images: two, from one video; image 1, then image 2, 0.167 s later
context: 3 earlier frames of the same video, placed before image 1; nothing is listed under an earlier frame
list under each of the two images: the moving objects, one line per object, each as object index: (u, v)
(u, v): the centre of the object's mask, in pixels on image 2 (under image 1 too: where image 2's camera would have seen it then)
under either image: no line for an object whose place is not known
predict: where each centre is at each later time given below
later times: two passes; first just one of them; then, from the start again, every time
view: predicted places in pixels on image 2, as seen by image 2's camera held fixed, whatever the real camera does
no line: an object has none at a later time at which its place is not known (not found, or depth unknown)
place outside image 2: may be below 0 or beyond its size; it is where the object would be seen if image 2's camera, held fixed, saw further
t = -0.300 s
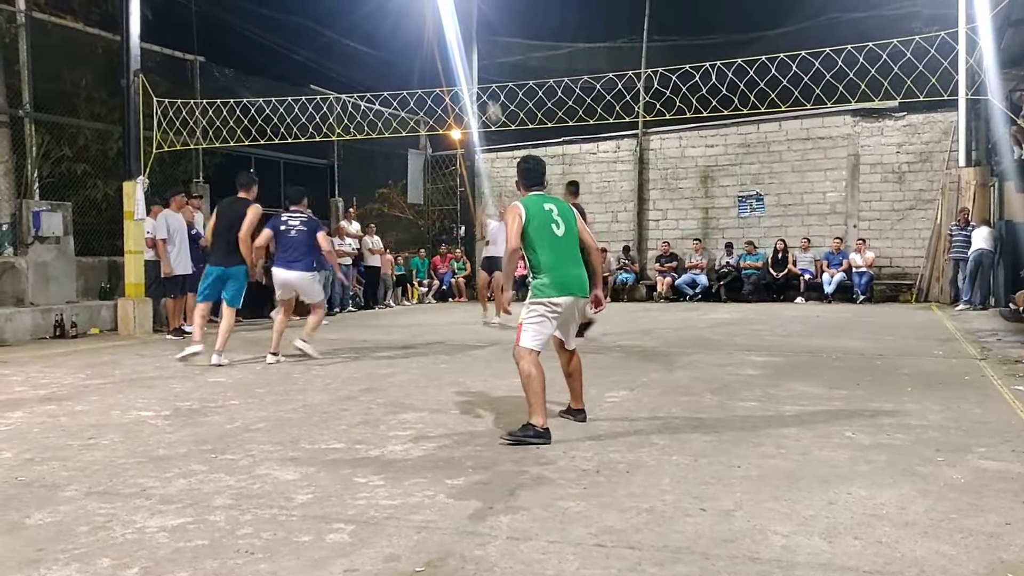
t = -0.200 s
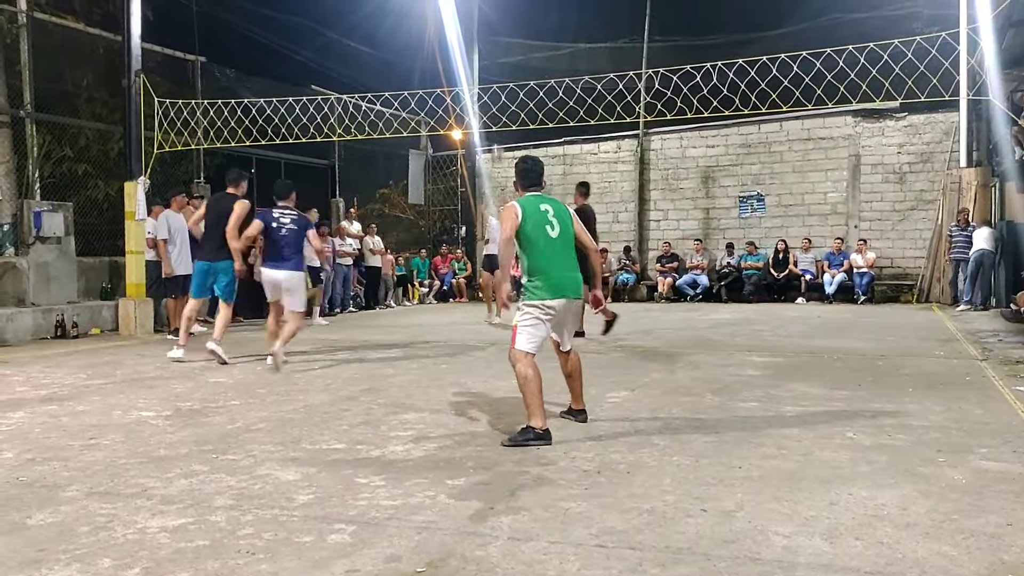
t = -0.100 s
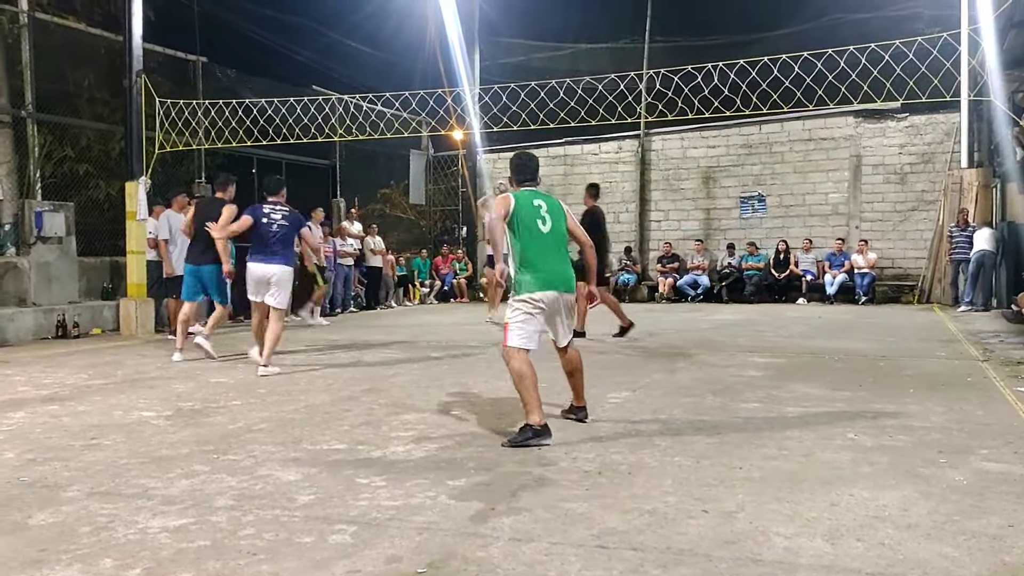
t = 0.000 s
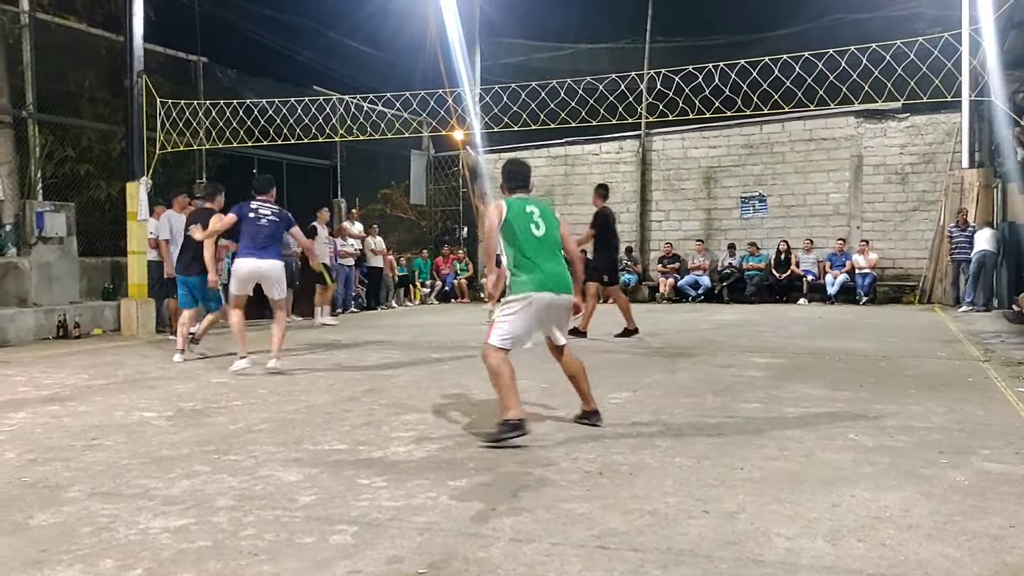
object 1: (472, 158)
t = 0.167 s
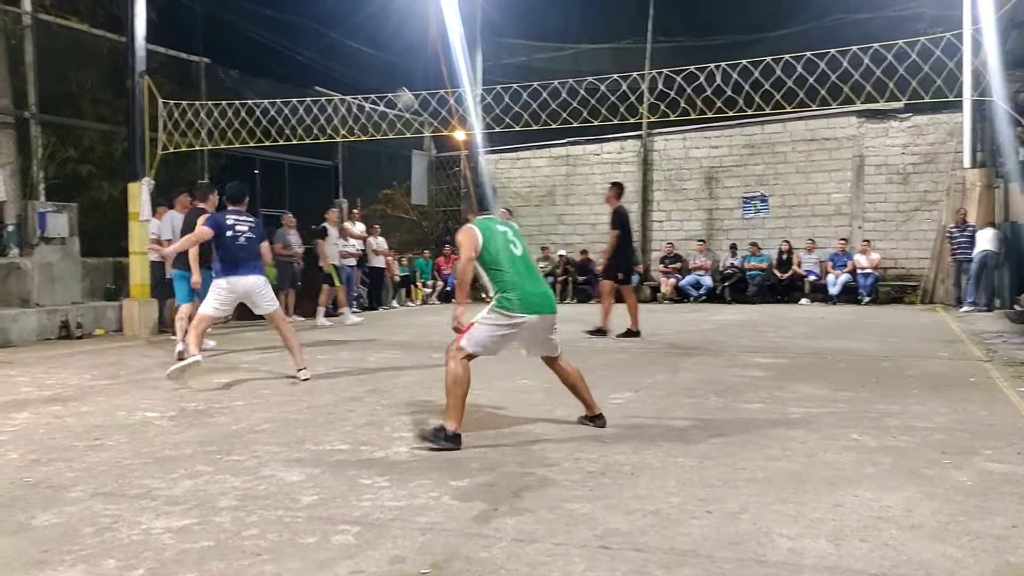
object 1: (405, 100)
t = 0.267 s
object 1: (359, 69)
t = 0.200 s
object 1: (389, 86)
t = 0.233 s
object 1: (374, 78)
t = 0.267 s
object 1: (359, 69)
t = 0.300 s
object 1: (343, 61)
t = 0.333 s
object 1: (330, 52)
